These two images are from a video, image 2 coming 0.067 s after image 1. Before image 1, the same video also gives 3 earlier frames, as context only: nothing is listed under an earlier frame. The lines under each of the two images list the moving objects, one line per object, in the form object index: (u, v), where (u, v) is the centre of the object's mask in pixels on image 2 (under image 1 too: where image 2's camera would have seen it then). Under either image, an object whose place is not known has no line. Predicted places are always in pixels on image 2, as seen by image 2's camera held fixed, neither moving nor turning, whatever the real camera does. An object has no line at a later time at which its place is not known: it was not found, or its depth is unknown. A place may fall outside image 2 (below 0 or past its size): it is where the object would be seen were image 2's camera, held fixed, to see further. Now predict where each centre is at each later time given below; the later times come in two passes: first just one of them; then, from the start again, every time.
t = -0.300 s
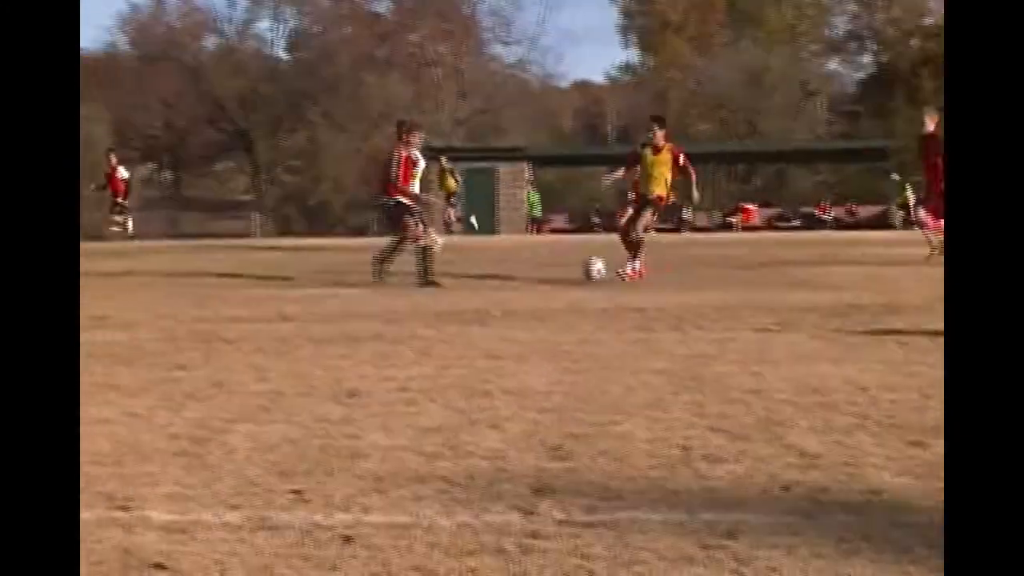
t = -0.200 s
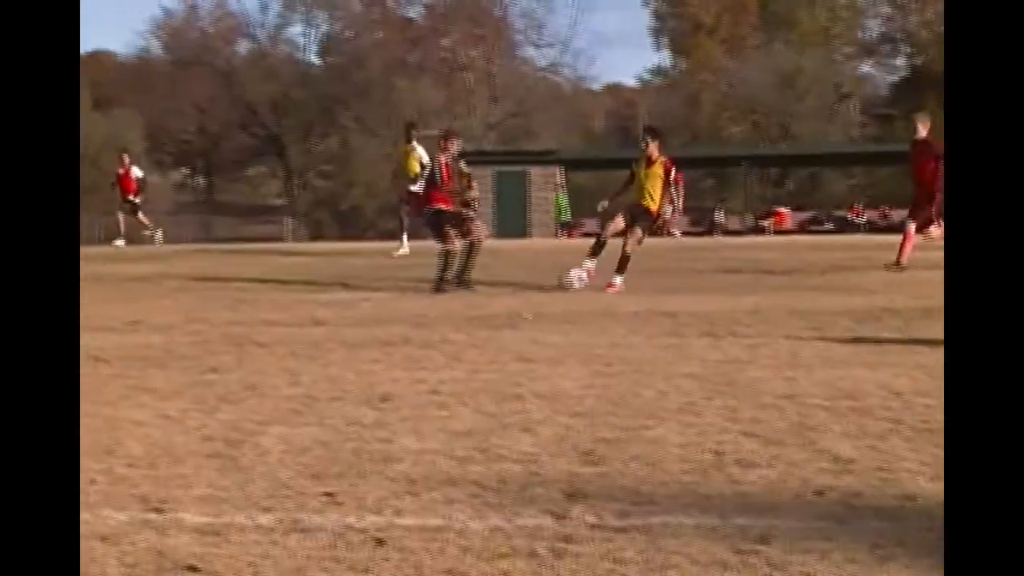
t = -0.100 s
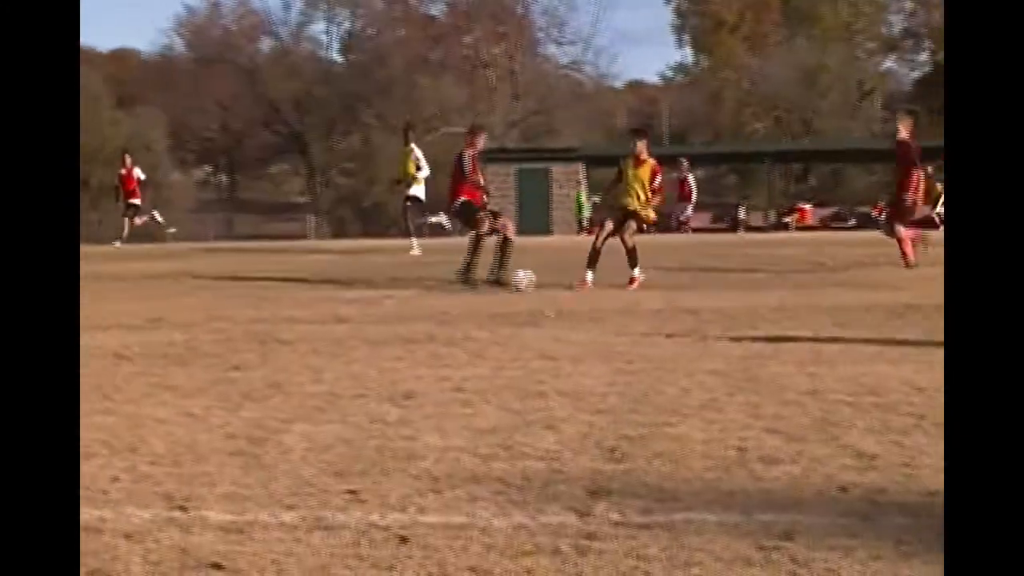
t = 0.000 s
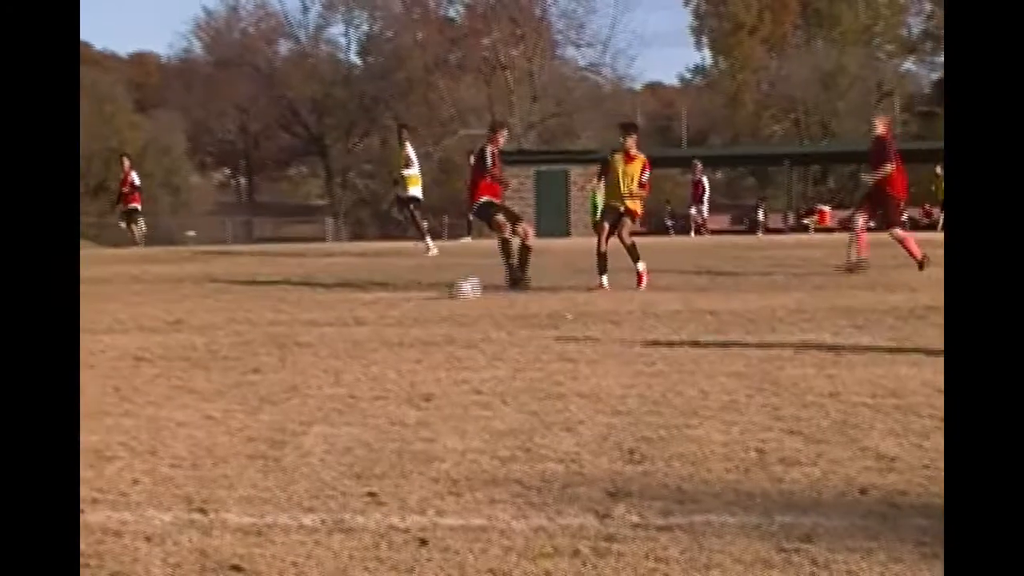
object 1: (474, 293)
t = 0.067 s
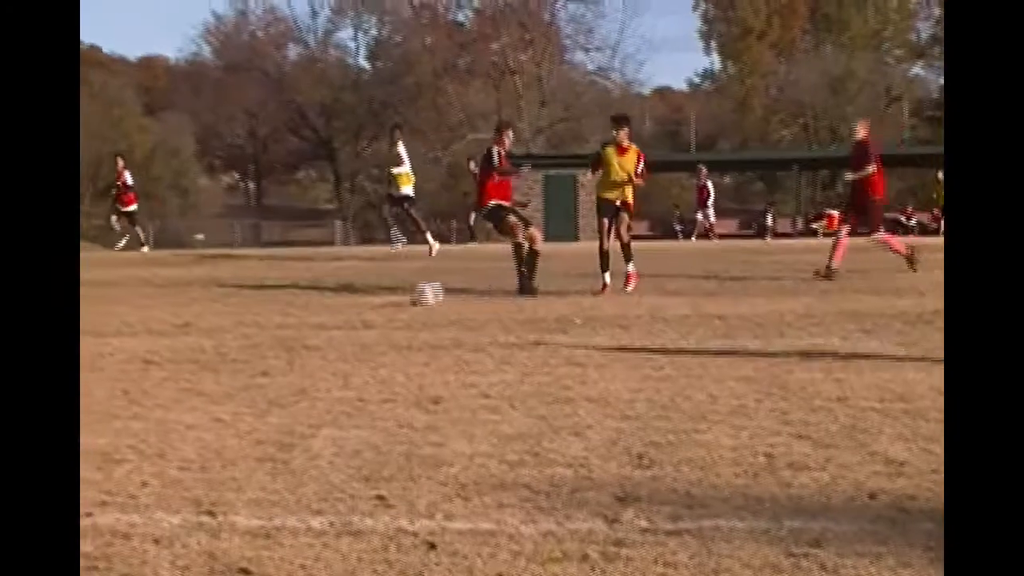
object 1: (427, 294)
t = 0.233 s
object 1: (313, 302)
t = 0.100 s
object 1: (404, 295)
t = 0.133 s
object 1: (380, 298)
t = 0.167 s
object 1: (359, 300)
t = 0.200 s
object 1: (335, 304)
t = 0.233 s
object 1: (313, 302)
